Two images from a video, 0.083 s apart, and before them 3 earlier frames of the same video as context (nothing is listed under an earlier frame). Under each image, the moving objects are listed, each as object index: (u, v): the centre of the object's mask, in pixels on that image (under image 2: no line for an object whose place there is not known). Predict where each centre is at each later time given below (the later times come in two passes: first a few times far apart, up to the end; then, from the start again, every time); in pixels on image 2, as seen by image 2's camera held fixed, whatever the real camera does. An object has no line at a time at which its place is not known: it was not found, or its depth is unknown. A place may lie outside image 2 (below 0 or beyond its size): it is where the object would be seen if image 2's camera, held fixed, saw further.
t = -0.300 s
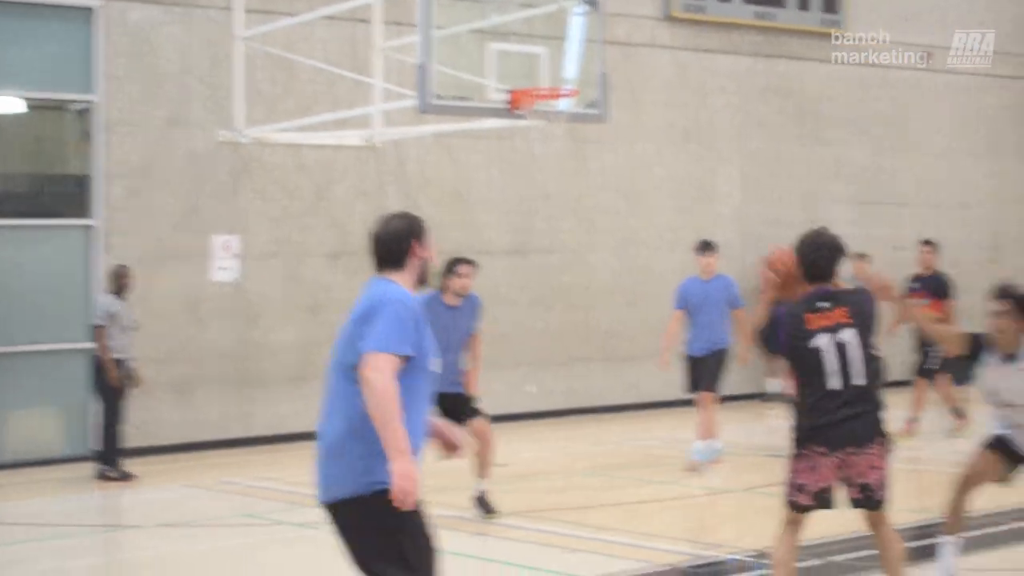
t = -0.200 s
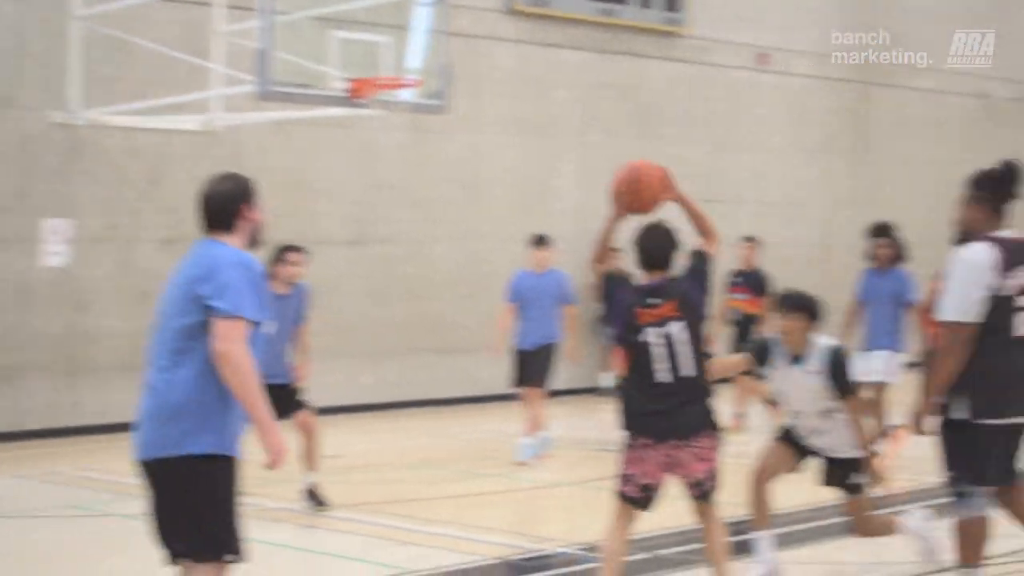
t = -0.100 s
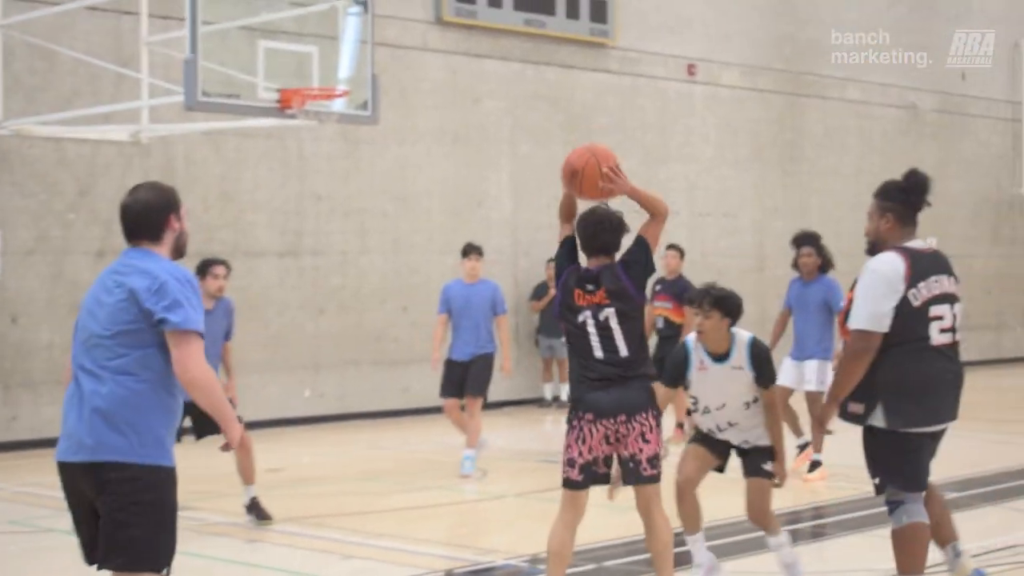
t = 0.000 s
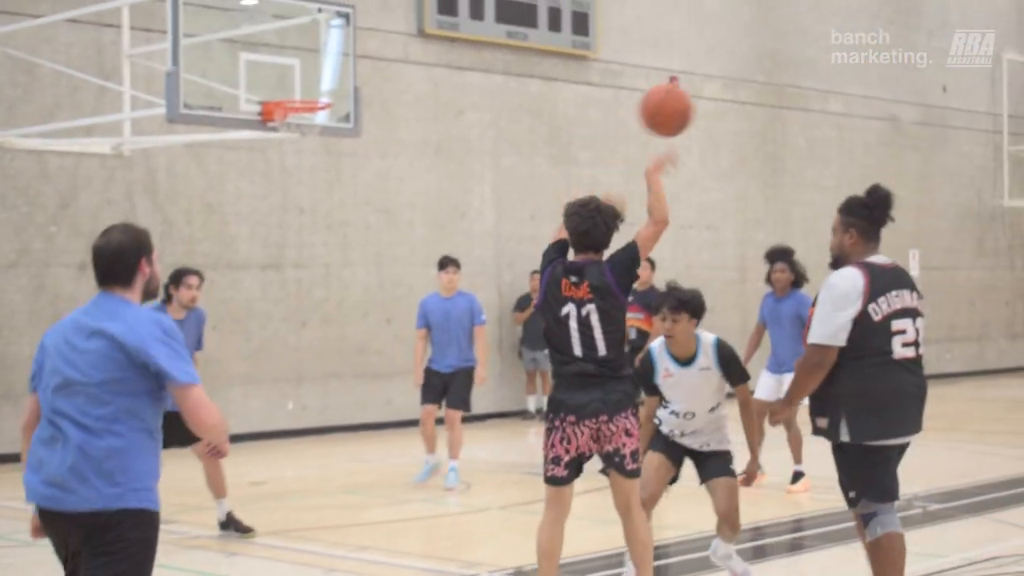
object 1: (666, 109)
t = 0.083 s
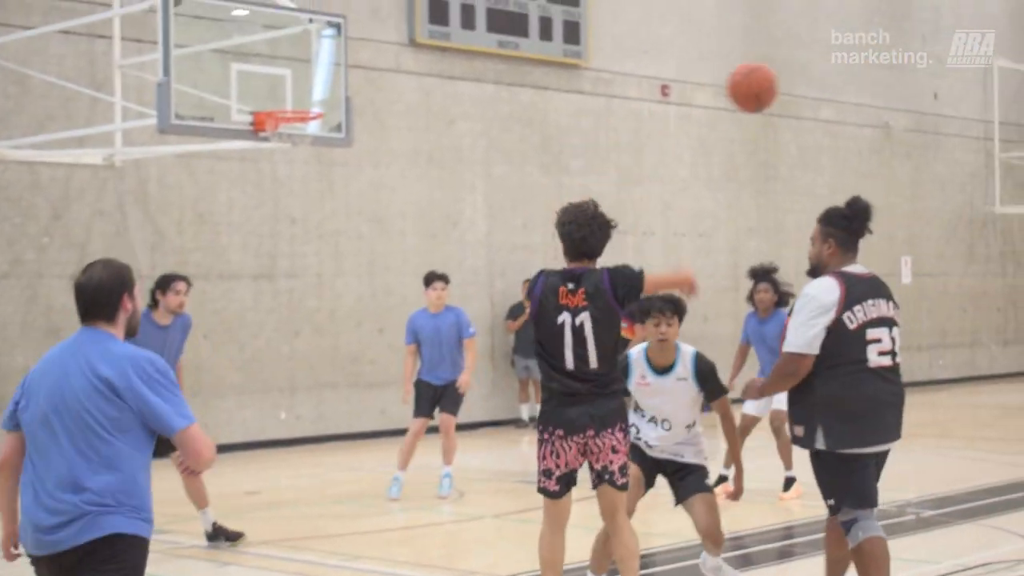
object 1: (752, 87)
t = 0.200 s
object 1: (865, 72)
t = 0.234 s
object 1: (893, 76)
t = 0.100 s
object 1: (769, 83)
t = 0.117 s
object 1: (786, 81)
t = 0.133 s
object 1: (803, 78)
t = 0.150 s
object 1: (820, 77)
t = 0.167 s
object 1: (837, 75)
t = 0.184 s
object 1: (852, 74)
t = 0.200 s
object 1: (865, 72)
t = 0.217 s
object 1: (879, 73)
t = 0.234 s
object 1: (893, 76)
